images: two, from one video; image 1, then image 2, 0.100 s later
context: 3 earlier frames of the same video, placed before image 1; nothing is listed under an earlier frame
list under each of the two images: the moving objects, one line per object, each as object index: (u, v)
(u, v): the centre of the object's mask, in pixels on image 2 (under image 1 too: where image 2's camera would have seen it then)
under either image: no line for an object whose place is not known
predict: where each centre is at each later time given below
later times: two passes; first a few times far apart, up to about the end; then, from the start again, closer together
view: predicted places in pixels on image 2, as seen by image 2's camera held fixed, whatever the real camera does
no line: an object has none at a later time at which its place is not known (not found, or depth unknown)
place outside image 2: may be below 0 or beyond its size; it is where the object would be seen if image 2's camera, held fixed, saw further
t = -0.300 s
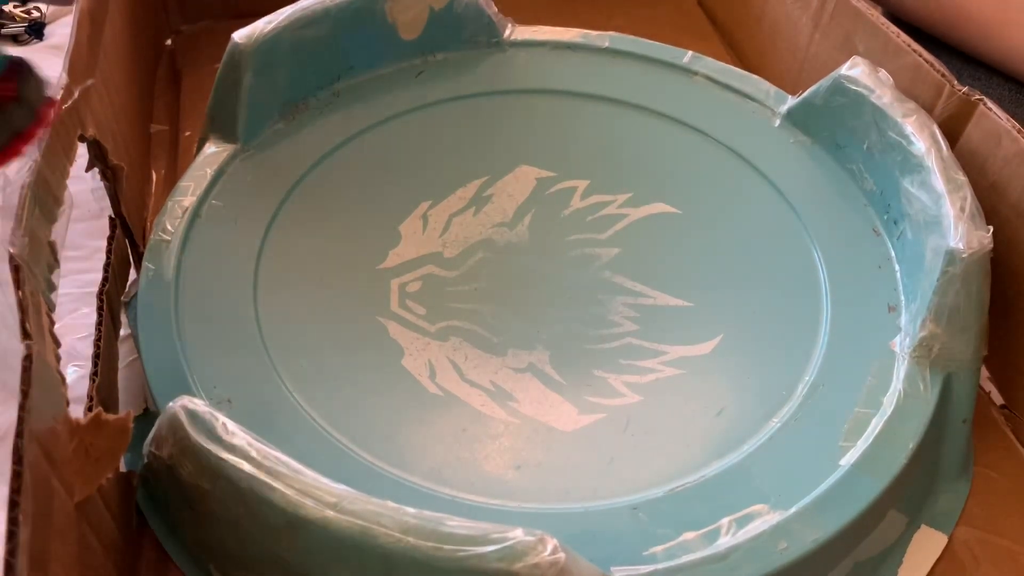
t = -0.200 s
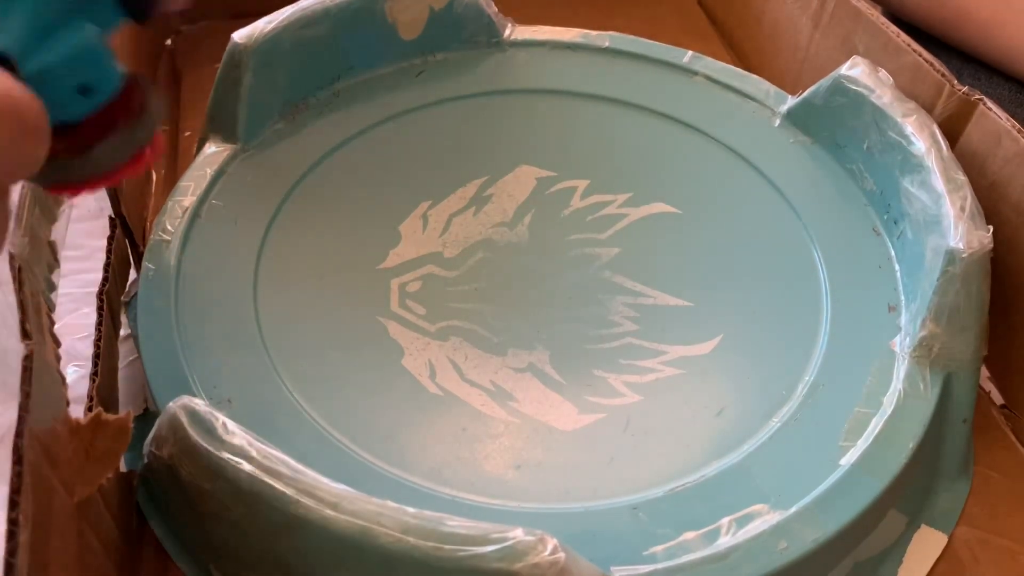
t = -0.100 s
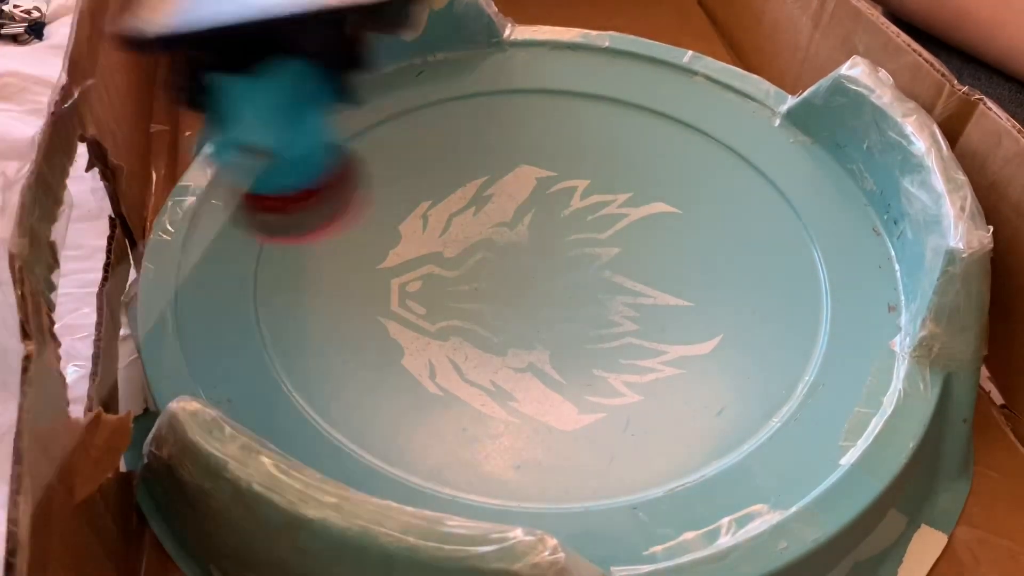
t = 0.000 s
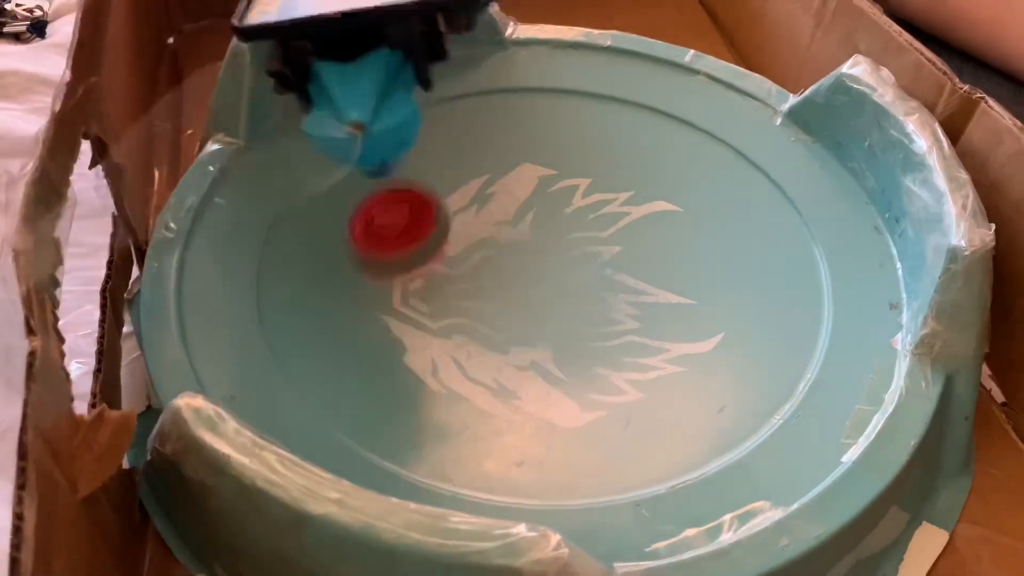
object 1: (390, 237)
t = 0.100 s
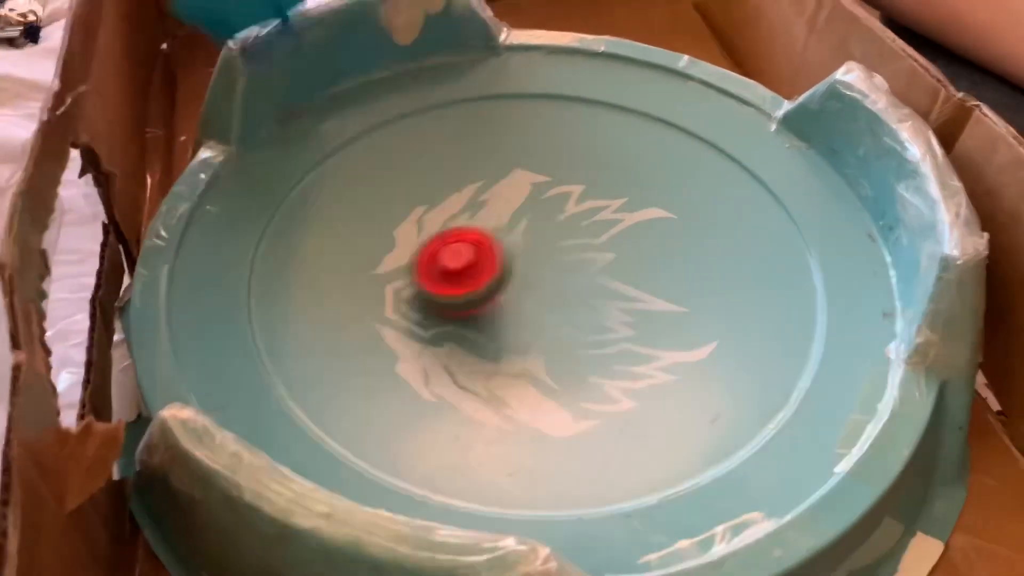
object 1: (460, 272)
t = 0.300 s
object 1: (644, 291)
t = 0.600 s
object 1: (691, 265)
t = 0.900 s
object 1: (612, 282)
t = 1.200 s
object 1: (587, 340)
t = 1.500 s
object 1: (586, 340)
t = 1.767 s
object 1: (543, 328)
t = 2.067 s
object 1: (498, 339)
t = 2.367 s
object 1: (497, 330)
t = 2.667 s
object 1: (487, 299)
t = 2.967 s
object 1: (476, 266)
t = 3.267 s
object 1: (479, 239)
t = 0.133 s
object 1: (491, 276)
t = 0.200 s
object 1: (558, 281)
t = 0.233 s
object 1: (590, 286)
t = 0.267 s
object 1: (619, 289)
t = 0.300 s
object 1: (644, 291)
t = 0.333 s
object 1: (664, 294)
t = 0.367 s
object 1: (680, 292)
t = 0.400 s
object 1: (691, 289)
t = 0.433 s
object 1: (700, 285)
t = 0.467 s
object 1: (704, 279)
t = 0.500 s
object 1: (705, 274)
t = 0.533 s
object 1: (703, 270)
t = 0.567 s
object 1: (698, 267)
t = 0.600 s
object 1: (691, 265)
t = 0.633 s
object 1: (682, 265)
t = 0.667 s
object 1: (673, 265)
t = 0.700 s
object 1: (663, 266)
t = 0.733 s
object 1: (653, 267)
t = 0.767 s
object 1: (643, 268)
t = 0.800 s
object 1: (634, 271)
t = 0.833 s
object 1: (626, 274)
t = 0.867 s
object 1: (618, 278)
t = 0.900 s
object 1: (612, 282)
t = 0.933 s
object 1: (606, 287)
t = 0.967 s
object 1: (602, 291)
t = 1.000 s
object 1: (598, 296)
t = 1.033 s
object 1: (595, 303)
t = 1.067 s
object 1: (592, 311)
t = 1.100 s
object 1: (589, 319)
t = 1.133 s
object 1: (587, 327)
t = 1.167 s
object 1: (586, 334)
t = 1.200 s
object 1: (587, 340)
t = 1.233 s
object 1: (589, 346)
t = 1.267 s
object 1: (592, 348)
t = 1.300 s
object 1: (594, 349)
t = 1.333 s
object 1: (594, 349)
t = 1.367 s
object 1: (594, 349)
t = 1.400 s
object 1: (593, 347)
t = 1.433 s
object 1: (591, 346)
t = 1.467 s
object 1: (589, 343)
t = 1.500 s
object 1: (586, 340)
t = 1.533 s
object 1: (582, 338)
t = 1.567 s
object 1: (577, 336)
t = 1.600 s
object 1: (572, 334)
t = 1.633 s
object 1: (567, 332)
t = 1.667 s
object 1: (561, 330)
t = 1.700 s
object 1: (555, 329)
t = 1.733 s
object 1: (549, 328)
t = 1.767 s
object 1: (543, 328)
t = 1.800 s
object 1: (537, 328)
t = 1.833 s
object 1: (532, 328)
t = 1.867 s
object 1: (528, 329)
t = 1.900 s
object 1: (522, 330)
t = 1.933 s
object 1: (516, 331)
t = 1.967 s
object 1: (510, 334)
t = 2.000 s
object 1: (504, 336)
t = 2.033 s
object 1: (500, 338)
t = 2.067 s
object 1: (498, 339)
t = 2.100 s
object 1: (497, 340)
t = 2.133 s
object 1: (496, 340)
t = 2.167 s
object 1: (496, 340)
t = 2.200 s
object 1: (496, 340)
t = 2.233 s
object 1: (496, 338)
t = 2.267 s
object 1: (496, 337)
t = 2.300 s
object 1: (496, 335)
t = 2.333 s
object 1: (497, 333)
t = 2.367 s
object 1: (497, 330)
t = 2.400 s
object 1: (497, 328)
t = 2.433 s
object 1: (496, 325)
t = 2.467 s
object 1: (494, 322)
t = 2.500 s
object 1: (492, 318)
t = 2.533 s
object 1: (491, 314)
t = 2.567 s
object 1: (490, 311)
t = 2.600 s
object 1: (489, 307)
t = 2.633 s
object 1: (487, 303)
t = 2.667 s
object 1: (487, 299)
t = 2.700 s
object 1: (486, 295)
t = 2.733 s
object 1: (485, 291)
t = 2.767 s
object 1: (483, 287)
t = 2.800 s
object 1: (482, 283)
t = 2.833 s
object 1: (481, 279)
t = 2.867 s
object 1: (479, 275)
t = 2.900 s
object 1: (479, 273)
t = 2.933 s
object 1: (478, 269)
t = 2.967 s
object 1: (476, 266)
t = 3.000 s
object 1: (476, 263)
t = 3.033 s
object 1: (475, 259)
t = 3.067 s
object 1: (474, 257)
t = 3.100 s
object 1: (475, 253)
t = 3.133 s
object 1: (475, 250)
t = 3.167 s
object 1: (476, 247)
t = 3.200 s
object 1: (477, 245)
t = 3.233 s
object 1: (478, 242)
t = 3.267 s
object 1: (479, 239)
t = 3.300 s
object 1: (480, 237)
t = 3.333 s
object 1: (482, 235)
